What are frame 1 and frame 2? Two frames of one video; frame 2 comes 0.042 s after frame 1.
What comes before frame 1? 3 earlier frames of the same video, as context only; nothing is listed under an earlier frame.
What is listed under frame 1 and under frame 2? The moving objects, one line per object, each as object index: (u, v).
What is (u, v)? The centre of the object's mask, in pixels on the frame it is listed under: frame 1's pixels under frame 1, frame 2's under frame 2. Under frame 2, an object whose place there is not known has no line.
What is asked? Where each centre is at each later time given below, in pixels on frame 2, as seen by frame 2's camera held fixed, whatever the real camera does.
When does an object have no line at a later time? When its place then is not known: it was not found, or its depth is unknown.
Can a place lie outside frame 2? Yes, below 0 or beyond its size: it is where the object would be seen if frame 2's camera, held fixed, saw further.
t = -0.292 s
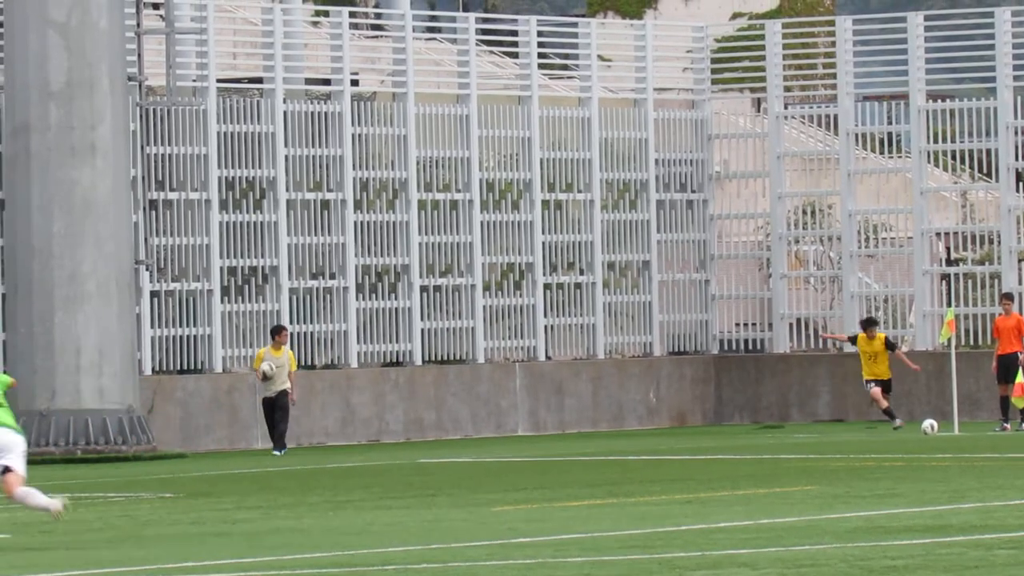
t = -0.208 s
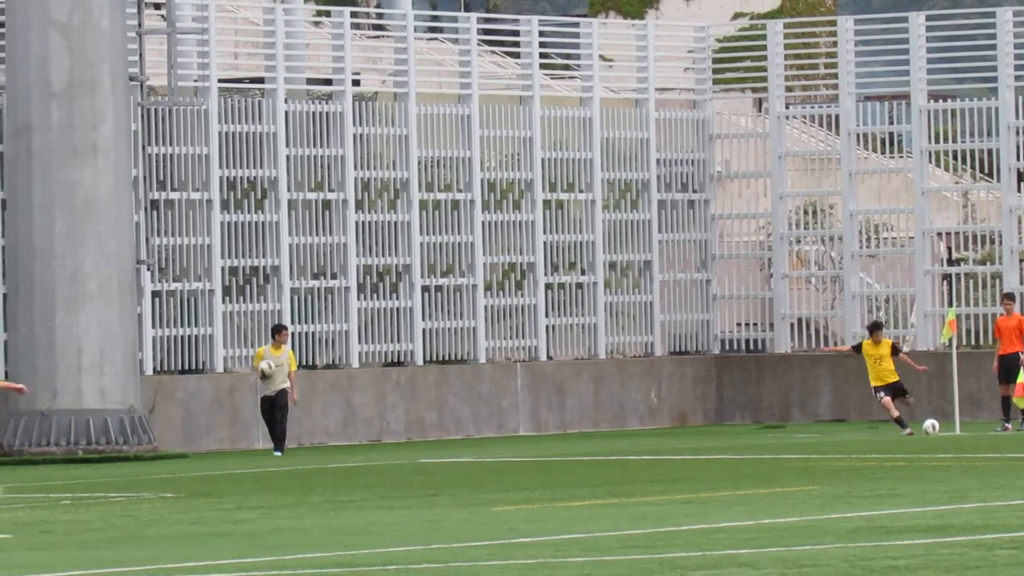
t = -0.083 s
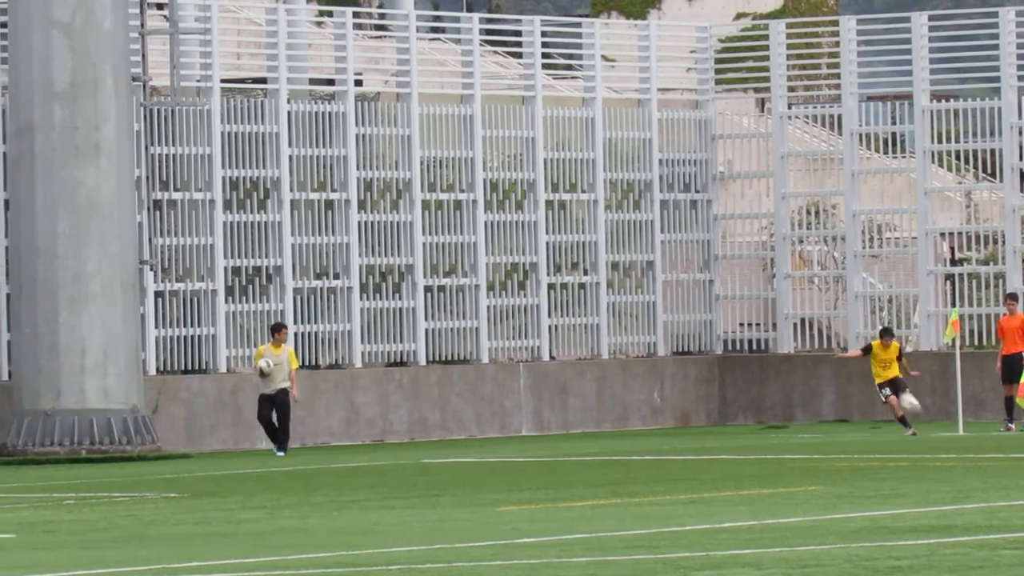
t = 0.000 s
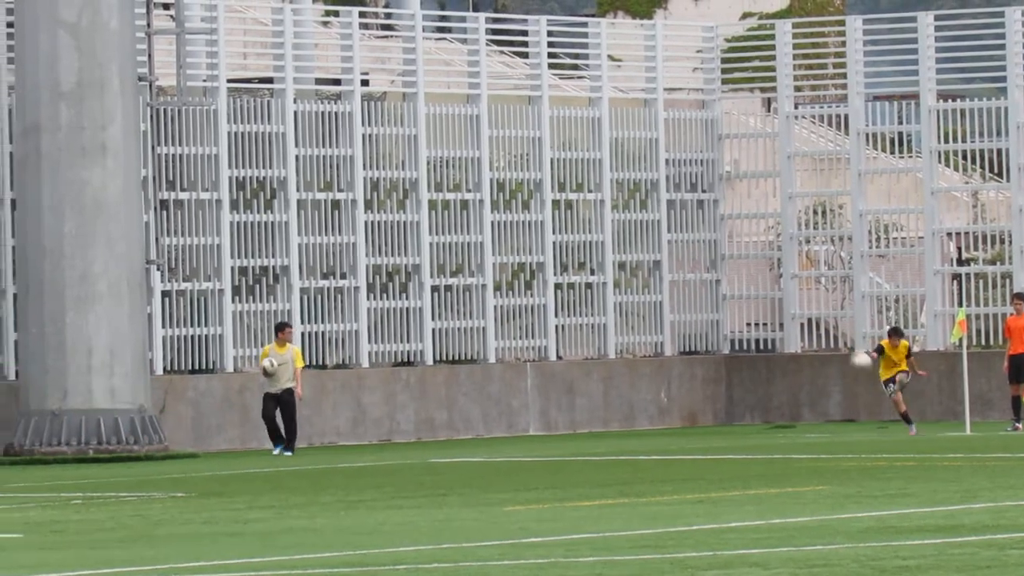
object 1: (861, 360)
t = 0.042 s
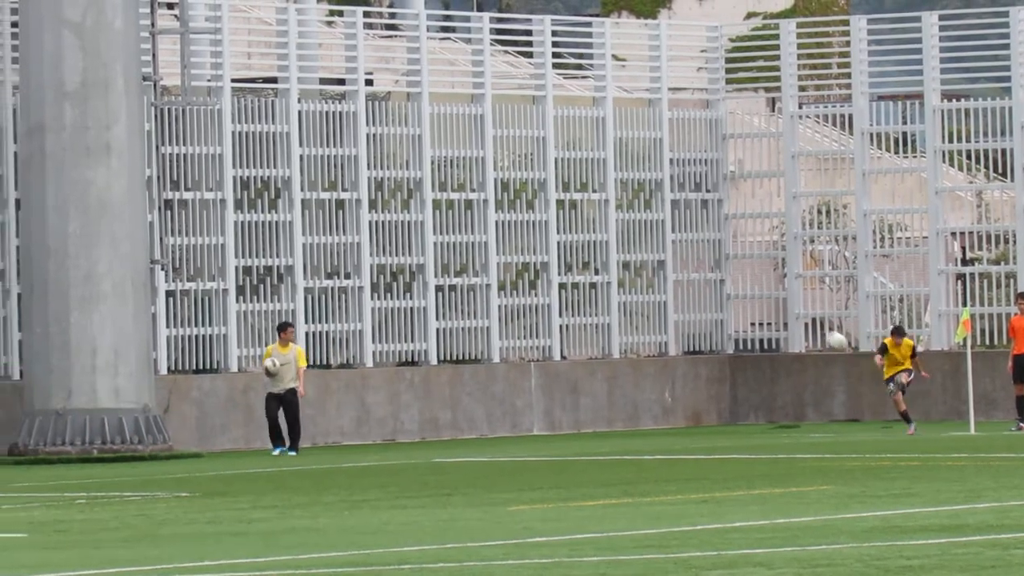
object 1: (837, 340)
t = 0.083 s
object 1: (806, 323)
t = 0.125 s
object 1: (775, 305)
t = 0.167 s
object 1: (740, 290)
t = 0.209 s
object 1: (707, 276)
